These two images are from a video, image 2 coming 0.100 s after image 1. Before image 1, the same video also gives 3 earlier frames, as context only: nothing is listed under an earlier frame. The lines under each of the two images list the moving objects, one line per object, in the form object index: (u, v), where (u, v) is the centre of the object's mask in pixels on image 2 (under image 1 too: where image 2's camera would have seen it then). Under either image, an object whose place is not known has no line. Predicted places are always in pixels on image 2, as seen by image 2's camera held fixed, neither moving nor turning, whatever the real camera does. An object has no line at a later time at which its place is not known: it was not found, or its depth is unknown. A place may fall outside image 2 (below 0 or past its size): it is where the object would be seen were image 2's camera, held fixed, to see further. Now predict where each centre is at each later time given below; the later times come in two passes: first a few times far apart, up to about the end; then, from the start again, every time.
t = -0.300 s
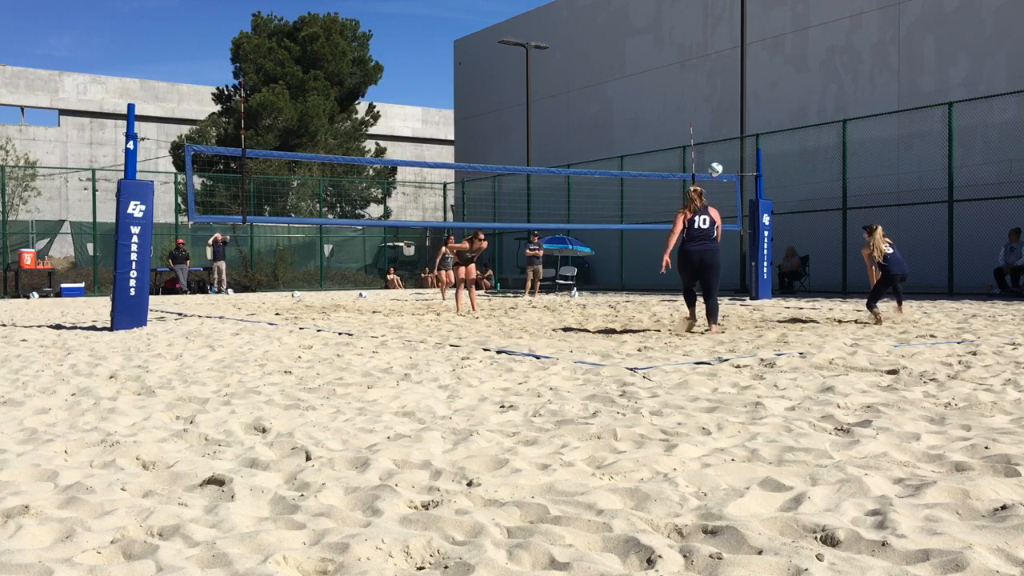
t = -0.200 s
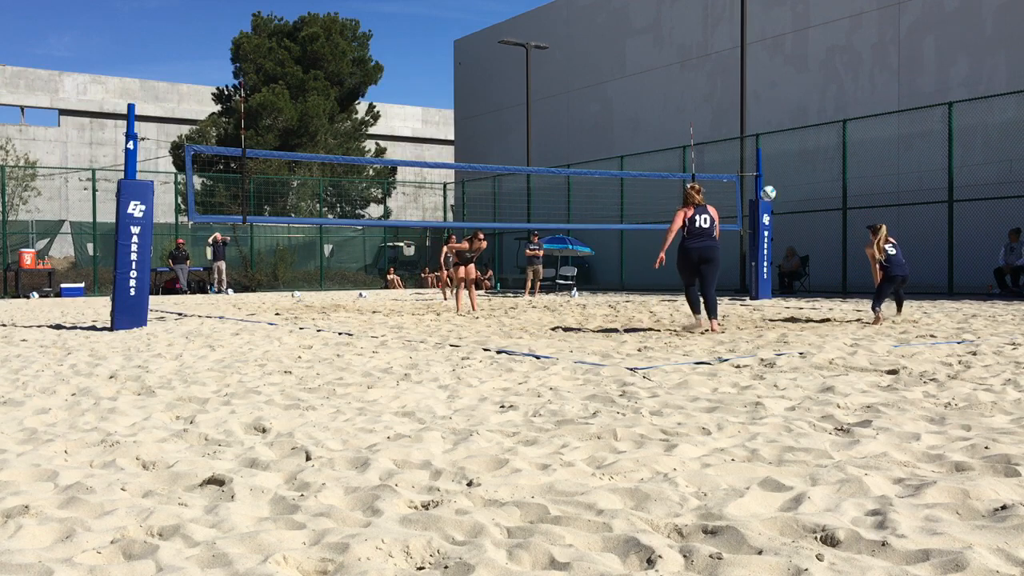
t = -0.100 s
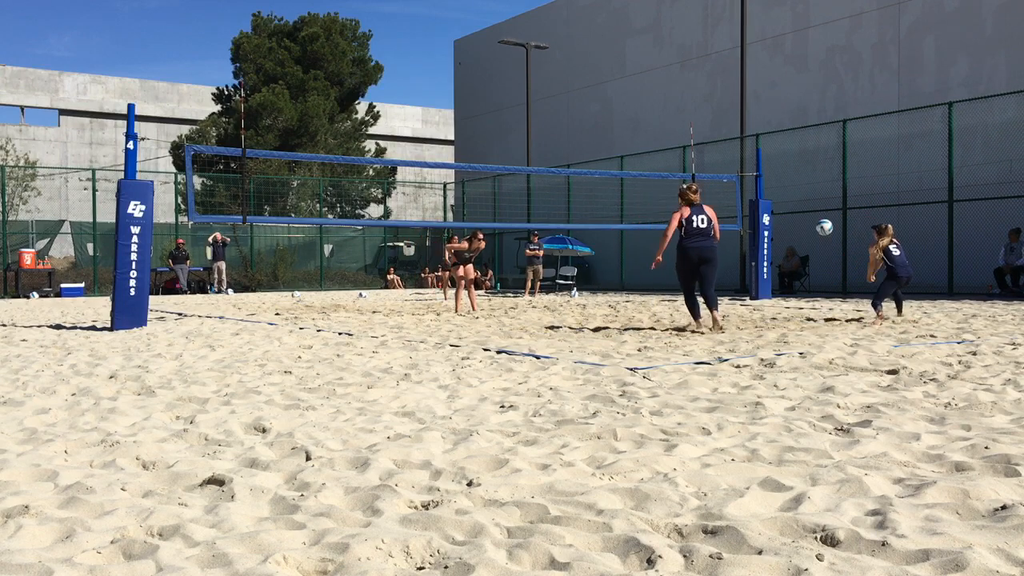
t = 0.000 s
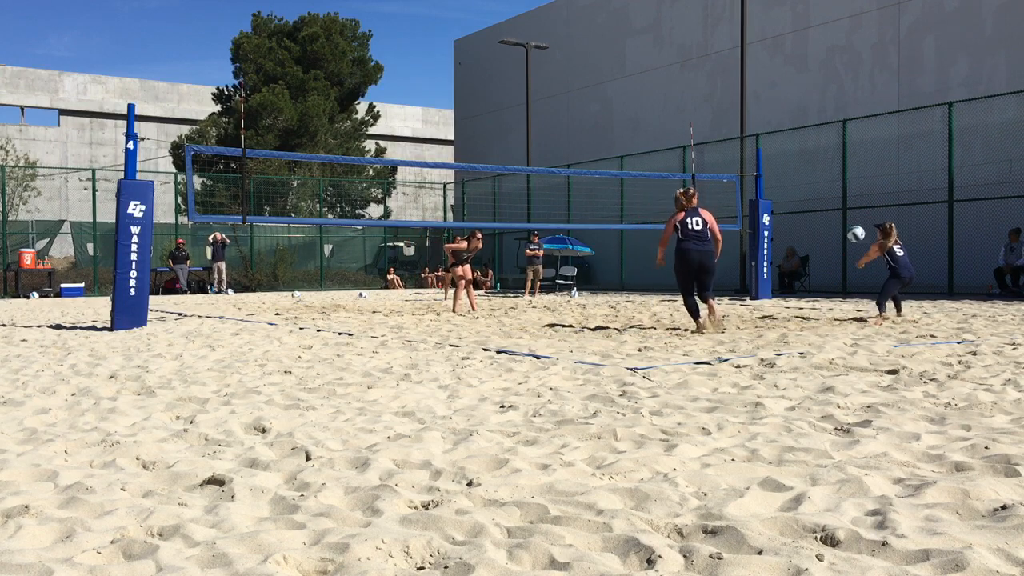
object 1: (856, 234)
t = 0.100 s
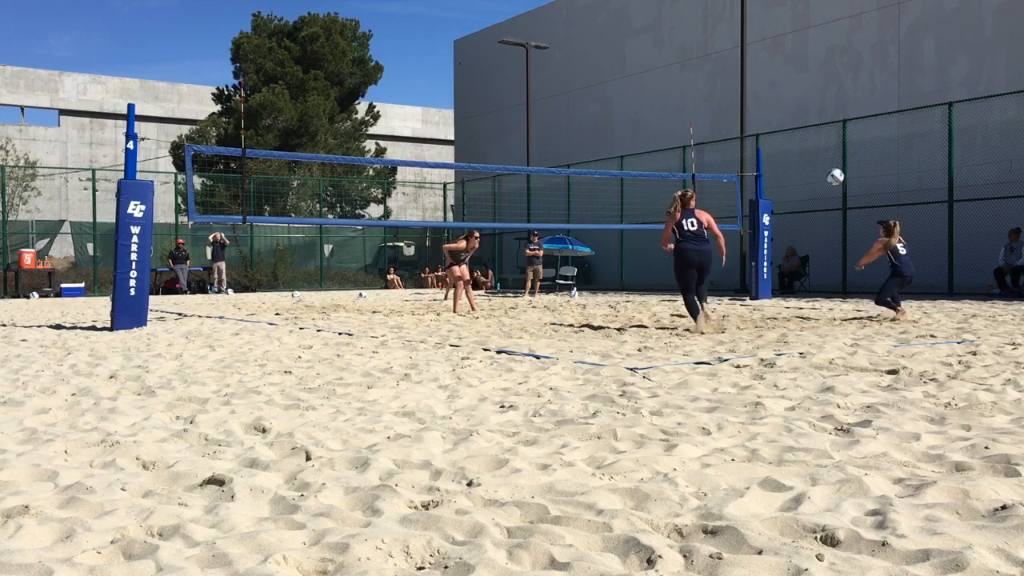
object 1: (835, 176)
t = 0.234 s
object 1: (810, 113)
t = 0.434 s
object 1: (774, 45)
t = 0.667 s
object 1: (736, 5)
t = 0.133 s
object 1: (828, 159)
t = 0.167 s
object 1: (822, 143)
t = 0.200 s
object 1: (816, 128)
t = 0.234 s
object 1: (810, 113)
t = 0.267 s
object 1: (803, 100)
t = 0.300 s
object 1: (797, 87)
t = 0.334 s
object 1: (791, 75)
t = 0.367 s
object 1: (786, 64)
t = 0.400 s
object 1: (780, 54)
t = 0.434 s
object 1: (774, 45)
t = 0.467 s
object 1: (769, 36)
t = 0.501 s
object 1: (763, 29)
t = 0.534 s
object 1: (758, 23)
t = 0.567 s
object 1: (752, 16)
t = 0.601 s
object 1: (746, 11)
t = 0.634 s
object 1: (742, 7)
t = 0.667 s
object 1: (736, 5)
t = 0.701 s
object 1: (730, 4)
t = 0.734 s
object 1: (725, 3)
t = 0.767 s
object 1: (720, 3)
